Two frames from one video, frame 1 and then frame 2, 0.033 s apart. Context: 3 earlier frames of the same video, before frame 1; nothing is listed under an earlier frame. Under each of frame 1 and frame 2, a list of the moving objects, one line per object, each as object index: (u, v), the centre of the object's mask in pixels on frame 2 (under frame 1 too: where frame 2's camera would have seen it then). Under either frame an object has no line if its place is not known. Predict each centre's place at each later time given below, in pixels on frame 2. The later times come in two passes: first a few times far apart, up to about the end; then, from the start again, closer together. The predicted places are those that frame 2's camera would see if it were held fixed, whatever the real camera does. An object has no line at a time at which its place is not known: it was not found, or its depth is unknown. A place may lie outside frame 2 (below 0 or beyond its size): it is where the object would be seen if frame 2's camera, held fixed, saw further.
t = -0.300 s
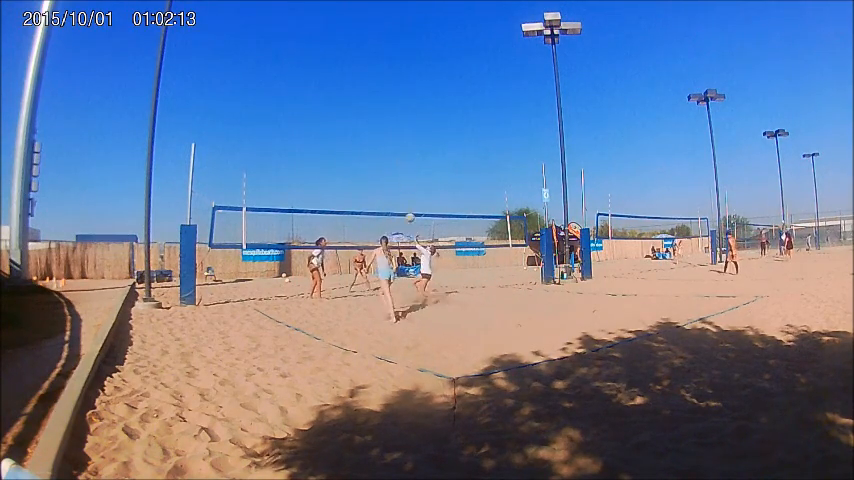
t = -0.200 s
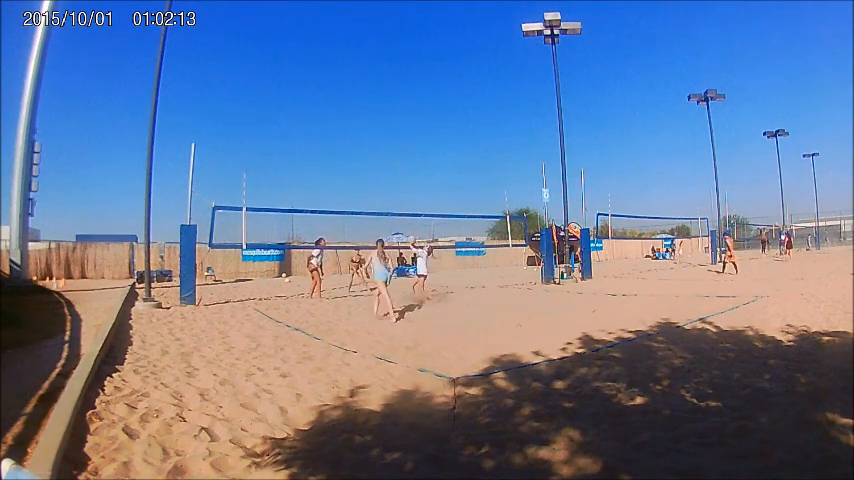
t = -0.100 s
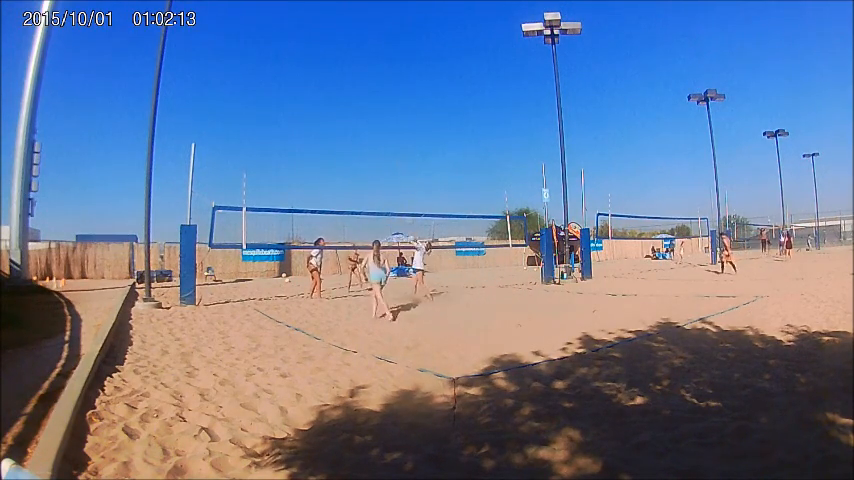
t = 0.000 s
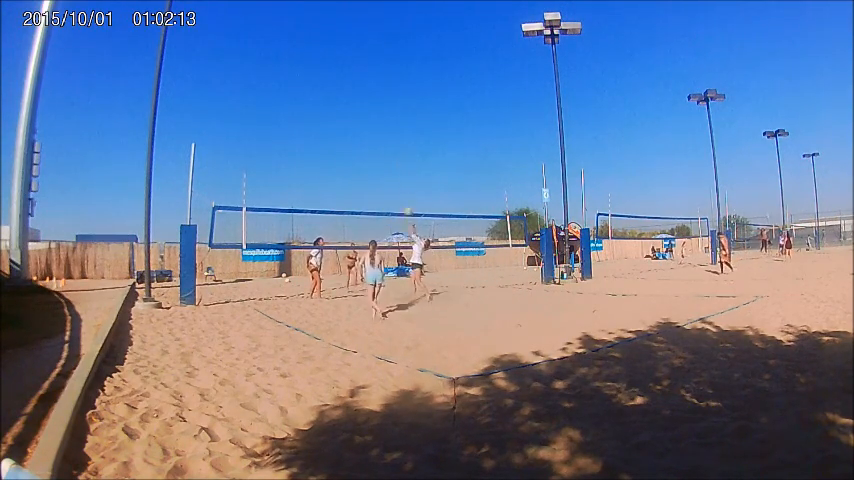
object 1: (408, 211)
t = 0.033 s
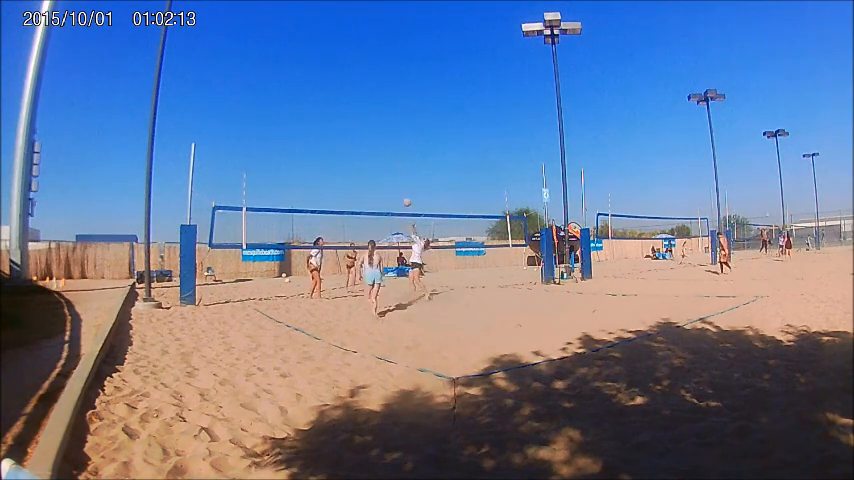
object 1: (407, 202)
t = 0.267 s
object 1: (398, 150)
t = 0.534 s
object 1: (391, 120)
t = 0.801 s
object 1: (386, 116)
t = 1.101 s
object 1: (380, 143)
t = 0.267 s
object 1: (398, 150)
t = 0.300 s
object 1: (397, 145)
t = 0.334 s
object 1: (396, 140)
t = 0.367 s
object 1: (395, 136)
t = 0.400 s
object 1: (395, 132)
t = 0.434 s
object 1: (393, 128)
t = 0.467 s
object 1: (393, 125)
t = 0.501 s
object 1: (392, 122)
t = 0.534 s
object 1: (391, 120)
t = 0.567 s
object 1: (391, 118)
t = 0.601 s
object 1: (390, 116)
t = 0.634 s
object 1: (389, 115)
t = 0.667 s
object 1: (389, 115)
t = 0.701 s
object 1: (388, 115)
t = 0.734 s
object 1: (387, 115)
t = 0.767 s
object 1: (387, 115)
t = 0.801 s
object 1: (386, 116)
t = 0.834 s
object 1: (385, 117)
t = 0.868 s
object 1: (385, 119)
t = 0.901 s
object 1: (384, 121)
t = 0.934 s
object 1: (383, 124)
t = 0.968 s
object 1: (383, 127)
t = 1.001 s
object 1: (382, 131)
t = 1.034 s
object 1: (382, 134)
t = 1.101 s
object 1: (380, 143)
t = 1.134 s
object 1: (380, 149)
